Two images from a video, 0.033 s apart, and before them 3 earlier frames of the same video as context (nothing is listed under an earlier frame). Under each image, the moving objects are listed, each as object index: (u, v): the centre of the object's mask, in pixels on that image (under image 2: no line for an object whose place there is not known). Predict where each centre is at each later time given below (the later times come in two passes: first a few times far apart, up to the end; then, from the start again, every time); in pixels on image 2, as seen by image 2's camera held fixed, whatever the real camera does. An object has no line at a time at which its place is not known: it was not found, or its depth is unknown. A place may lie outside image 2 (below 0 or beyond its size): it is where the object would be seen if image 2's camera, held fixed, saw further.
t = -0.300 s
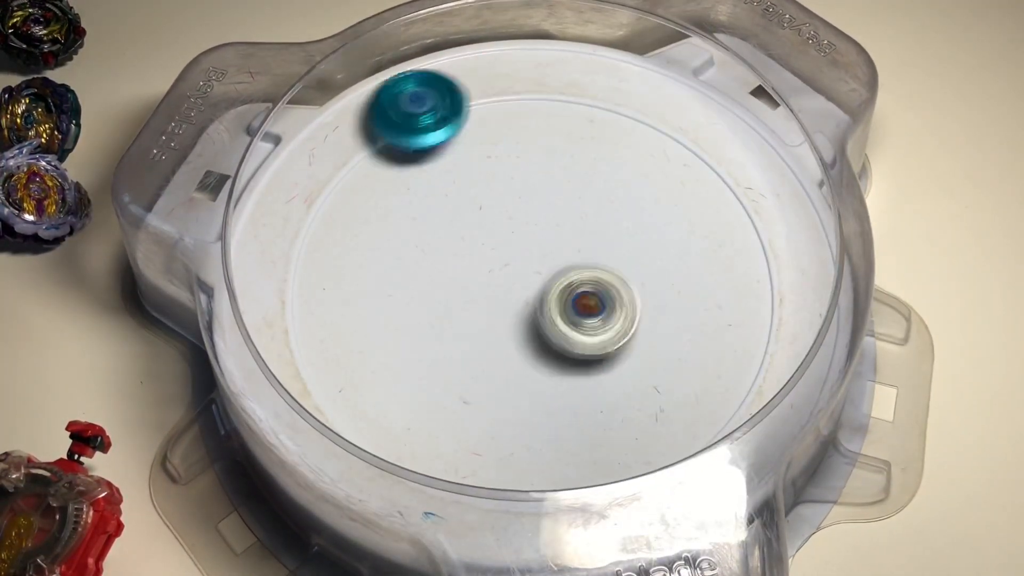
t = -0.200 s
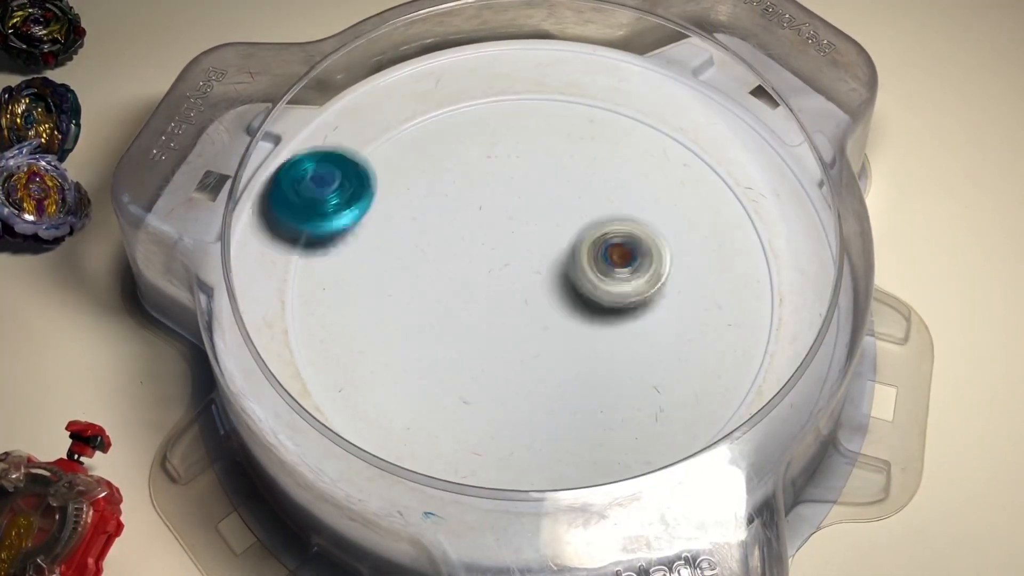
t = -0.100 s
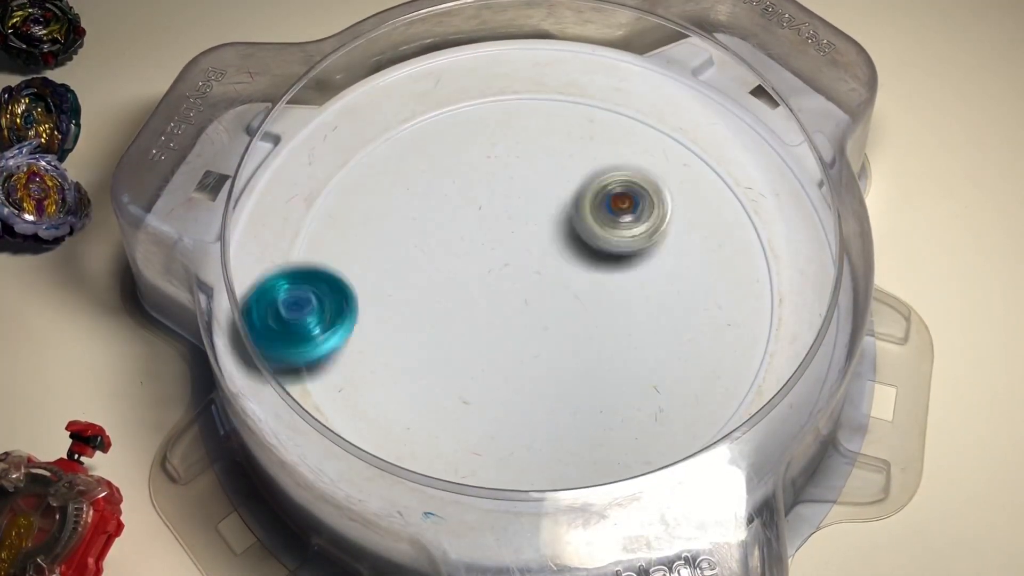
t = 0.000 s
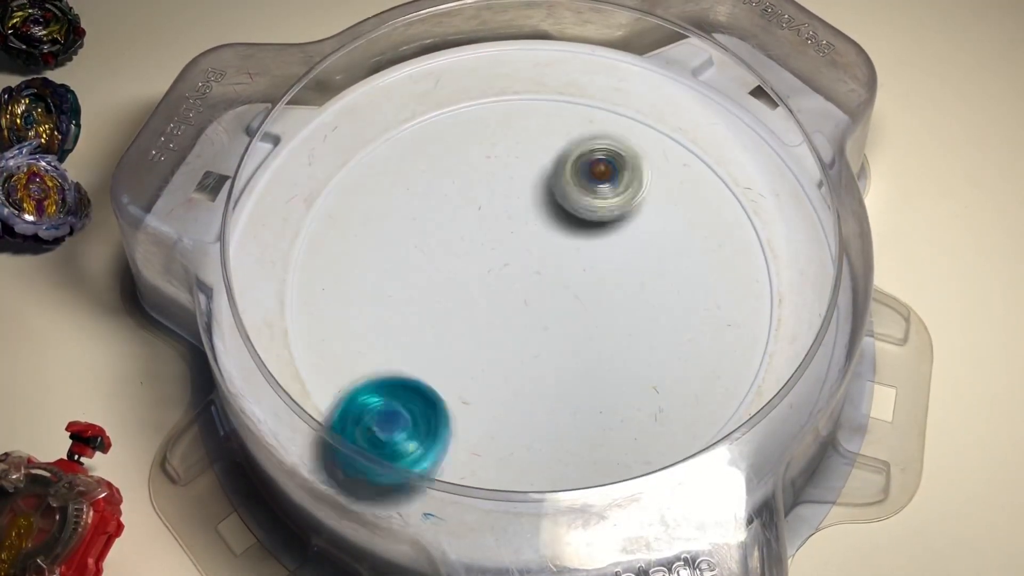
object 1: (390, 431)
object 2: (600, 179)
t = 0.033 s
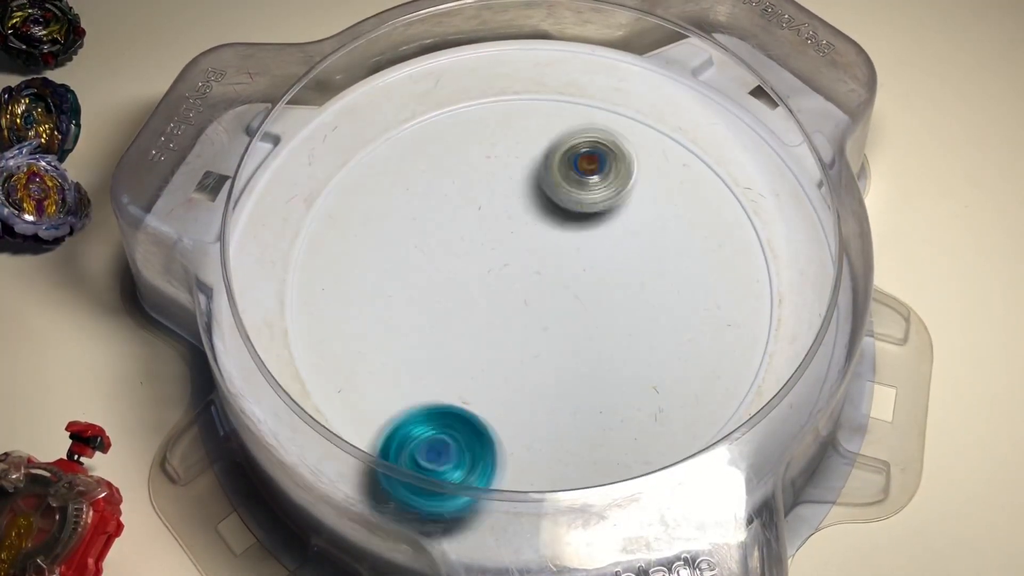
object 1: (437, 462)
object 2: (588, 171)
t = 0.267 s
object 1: (764, 317)
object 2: (474, 216)
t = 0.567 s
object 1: (527, 77)
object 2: (534, 347)
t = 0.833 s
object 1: (301, 309)
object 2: (647, 320)
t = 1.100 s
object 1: (654, 430)
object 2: (538, 226)
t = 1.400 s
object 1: (679, 129)
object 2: (426, 288)
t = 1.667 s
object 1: (360, 154)
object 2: (514, 352)
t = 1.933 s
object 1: (481, 442)
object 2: (576, 221)
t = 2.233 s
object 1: (760, 227)
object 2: (441, 187)
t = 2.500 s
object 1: (471, 103)
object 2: (497, 325)
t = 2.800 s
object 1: (411, 422)
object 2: (678, 296)
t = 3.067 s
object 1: (749, 334)
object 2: (599, 192)
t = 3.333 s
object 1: (557, 115)
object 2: (444, 250)
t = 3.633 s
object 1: (315, 347)
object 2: (454, 390)
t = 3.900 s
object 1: (658, 426)
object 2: (610, 331)
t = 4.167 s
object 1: (686, 146)
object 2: (574, 191)
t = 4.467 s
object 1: (373, 135)
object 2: (467, 202)
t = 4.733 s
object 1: (440, 401)
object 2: (492, 274)
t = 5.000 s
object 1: (750, 296)
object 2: (592, 300)
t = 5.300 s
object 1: (528, 104)
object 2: (614, 263)
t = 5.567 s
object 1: (381, 331)
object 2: (544, 263)
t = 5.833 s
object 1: (673, 418)
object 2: (489, 311)
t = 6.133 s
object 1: (644, 161)
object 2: (510, 321)
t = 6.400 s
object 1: (368, 222)
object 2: (545, 272)
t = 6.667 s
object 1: (475, 444)
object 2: (523, 220)
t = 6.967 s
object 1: (683, 243)
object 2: (505, 241)
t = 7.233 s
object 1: (457, 124)
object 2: (539, 289)
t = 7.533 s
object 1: (385, 357)
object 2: (582, 297)
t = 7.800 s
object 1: (679, 327)
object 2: (569, 279)
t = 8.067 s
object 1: (607, 117)
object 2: (516, 263)
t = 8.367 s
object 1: (387, 234)
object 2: (487, 276)
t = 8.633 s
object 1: (422, 422)
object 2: (616, 311)
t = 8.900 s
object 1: (658, 352)
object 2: (653, 240)
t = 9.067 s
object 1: (644, 270)
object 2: (606, 157)
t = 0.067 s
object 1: (496, 473)
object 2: (573, 167)
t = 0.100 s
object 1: (559, 456)
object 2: (557, 164)
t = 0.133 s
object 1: (618, 445)
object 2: (537, 167)
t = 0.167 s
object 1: (669, 424)
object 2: (520, 172)
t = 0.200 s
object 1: (716, 400)
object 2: (501, 183)
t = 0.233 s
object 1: (744, 358)
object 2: (487, 198)
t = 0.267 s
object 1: (764, 317)
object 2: (474, 216)
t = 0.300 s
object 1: (770, 274)
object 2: (468, 237)
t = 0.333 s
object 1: (763, 231)
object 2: (465, 256)
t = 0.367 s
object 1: (746, 190)
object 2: (466, 279)
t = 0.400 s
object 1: (722, 157)
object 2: (471, 295)
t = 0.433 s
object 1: (691, 126)
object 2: (480, 312)
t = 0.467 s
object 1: (651, 104)
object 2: (490, 323)
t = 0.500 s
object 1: (611, 89)
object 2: (502, 334)
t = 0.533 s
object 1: (569, 81)
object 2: (517, 340)
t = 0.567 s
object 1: (527, 77)
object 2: (534, 347)
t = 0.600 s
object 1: (482, 85)
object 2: (552, 351)
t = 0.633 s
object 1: (439, 95)
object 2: (568, 355)
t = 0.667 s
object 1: (398, 116)
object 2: (585, 356)
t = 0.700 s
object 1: (363, 145)
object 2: (600, 356)
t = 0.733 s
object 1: (327, 176)
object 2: (614, 351)
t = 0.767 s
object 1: (311, 216)
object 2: (628, 344)
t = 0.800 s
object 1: (299, 264)
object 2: (639, 332)
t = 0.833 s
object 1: (301, 309)
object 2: (647, 320)
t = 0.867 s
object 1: (317, 354)
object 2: (648, 305)
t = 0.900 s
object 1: (342, 396)
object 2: (646, 288)
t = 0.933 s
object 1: (381, 435)
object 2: (637, 272)
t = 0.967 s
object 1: (431, 460)
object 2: (623, 257)
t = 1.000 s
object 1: (490, 473)
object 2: (604, 245)
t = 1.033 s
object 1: (547, 465)
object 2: (584, 235)
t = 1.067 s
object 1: (604, 448)
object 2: (560, 229)
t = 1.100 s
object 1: (654, 430)
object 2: (538, 226)
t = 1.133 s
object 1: (699, 409)
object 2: (515, 227)
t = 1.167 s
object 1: (729, 372)
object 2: (495, 229)
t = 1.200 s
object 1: (753, 335)
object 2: (477, 235)
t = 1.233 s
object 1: (765, 296)
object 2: (459, 240)
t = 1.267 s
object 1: (767, 258)
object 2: (448, 248)
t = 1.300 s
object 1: (761, 220)
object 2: (436, 256)
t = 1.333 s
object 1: (746, 184)
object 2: (432, 266)
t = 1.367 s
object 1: (713, 156)
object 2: (427, 277)
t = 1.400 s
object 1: (679, 129)
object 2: (426, 288)
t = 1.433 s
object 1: (646, 105)
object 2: (423, 301)
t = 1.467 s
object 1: (605, 93)
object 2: (424, 314)
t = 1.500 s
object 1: (563, 86)
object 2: (428, 328)
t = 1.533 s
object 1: (521, 82)
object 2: (438, 340)
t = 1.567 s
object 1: (477, 90)
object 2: (454, 351)
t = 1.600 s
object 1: (435, 104)
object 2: (471, 355)
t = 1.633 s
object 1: (394, 124)
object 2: (494, 356)
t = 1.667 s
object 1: (360, 154)
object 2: (514, 352)
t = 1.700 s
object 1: (333, 190)
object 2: (535, 341)
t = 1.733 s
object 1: (317, 232)
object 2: (552, 328)
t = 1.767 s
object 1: (315, 275)
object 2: (565, 312)
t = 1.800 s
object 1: (322, 322)
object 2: (576, 293)
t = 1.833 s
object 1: (346, 364)
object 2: (581, 275)
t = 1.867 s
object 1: (381, 400)
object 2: (582, 256)
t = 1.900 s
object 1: (429, 425)
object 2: (582, 239)
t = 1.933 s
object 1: (481, 442)
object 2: (576, 221)
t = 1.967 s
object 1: (534, 449)
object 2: (569, 204)
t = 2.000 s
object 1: (588, 445)
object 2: (559, 191)
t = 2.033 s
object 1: (640, 433)
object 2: (544, 178)
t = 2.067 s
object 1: (686, 413)
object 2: (529, 169)
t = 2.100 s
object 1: (731, 393)
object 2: (511, 164)
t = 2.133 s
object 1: (749, 351)
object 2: (492, 162)
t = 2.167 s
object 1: (766, 310)
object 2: (474, 166)
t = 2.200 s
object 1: (767, 267)
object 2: (455, 175)
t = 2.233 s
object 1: (760, 227)
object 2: (441, 187)
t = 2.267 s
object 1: (741, 190)
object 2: (431, 206)
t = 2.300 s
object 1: (715, 156)
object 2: (425, 223)
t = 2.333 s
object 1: (681, 129)
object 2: (427, 244)
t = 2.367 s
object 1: (643, 108)
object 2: (432, 264)
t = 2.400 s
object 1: (602, 94)
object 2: (445, 282)
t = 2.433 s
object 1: (558, 87)
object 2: (459, 299)
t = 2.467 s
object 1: (513, 91)
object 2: (476, 313)
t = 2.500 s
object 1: (471, 103)
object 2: (497, 325)
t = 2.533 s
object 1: (431, 122)
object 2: (518, 334)
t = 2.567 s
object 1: (395, 150)
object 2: (539, 340)
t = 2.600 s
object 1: (367, 183)
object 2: (565, 342)
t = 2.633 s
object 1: (346, 223)
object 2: (586, 344)
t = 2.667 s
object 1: (335, 267)
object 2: (609, 340)
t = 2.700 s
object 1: (336, 312)
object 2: (631, 334)
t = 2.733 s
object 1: (349, 355)
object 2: (649, 325)
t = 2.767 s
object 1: (374, 392)
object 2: (664, 312)
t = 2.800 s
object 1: (411, 422)
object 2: (678, 296)
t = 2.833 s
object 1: (453, 454)
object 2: (685, 280)
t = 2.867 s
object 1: (503, 473)
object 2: (687, 262)
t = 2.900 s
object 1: (554, 463)
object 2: (684, 243)
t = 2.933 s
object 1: (607, 447)
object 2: (675, 228)
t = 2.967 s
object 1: (655, 430)
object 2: (659, 212)
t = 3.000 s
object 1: (704, 407)
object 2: (642, 202)
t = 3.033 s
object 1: (730, 374)
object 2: (621, 195)
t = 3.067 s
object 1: (749, 334)
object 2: (599, 192)
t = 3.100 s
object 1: (757, 291)
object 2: (576, 191)
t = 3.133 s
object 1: (753, 251)
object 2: (555, 195)
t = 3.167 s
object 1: (738, 212)
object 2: (532, 200)
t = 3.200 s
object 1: (714, 180)
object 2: (511, 207)
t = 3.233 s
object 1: (682, 153)
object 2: (492, 216)
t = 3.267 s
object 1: (643, 133)
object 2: (474, 225)
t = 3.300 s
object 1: (602, 120)
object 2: (458, 236)
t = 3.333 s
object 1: (557, 115)
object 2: (444, 250)
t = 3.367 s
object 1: (512, 117)
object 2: (430, 264)
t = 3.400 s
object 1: (468, 127)
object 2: (420, 279)
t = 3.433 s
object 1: (427, 143)
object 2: (414, 296)
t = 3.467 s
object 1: (390, 167)
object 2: (408, 313)
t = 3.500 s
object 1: (359, 194)
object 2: (408, 330)
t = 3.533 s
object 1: (334, 227)
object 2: (413, 347)
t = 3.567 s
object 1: (315, 265)
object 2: (421, 364)
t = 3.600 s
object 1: (308, 306)
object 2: (435, 380)
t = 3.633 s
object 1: (315, 347)
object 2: (454, 390)
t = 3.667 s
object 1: (328, 387)
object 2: (476, 399)
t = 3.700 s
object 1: (368, 419)
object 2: (498, 401)
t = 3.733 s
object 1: (410, 450)
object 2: (523, 398)
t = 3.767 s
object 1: (459, 468)
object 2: (547, 390)
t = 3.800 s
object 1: (511, 475)
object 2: (567, 379)
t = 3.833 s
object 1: (564, 456)
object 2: (584, 365)
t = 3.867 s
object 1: (613, 446)
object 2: (599, 348)
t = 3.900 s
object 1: (658, 426)
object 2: (610, 331)
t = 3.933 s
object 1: (695, 398)
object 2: (617, 313)
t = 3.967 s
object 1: (721, 363)
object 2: (621, 294)
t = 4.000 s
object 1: (731, 323)
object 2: (623, 275)
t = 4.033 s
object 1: (731, 281)
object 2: (622, 258)
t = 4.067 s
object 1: (723, 242)
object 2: (618, 240)
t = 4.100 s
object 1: (715, 205)
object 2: (607, 223)
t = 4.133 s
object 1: (705, 174)
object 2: (589, 205)
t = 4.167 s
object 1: (686, 146)
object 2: (574, 191)
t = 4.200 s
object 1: (662, 124)
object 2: (559, 181)
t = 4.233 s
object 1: (629, 105)
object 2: (546, 172)
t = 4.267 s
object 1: (593, 93)
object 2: (532, 167)
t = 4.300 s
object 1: (554, 84)
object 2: (519, 165)
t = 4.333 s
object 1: (516, 81)
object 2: (507, 168)
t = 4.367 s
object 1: (479, 86)
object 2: (494, 177)
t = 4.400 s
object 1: (442, 98)
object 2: (482, 185)
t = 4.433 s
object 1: (405, 114)
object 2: (475, 195)
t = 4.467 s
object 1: (373, 135)
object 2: (467, 202)
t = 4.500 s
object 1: (351, 160)
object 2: (463, 209)
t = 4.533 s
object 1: (334, 193)
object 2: (459, 220)
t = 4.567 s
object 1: (327, 231)
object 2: (458, 227)
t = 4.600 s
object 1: (328, 270)
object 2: (459, 237)
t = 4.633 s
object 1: (341, 308)
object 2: (463, 244)
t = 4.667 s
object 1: (363, 346)
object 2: (471, 253)
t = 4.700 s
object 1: (397, 375)
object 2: (480, 264)
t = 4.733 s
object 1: (440, 401)
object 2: (492, 274)
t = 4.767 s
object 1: (483, 416)
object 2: (503, 283)
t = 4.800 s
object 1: (533, 425)
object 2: (517, 289)
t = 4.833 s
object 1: (583, 420)
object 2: (531, 294)
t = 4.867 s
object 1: (629, 408)
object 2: (546, 297)
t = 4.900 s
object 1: (671, 389)
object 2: (560, 300)
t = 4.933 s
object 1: (705, 363)
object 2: (573, 303)
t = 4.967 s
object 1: (732, 331)
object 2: (583, 302)
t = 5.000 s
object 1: (750, 296)
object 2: (592, 300)
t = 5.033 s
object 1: (759, 260)
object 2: (599, 297)
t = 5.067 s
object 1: (760, 223)
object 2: (605, 293)
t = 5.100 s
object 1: (739, 192)
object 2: (610, 289)
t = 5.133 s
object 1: (717, 163)
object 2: (615, 285)
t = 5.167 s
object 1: (691, 136)
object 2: (617, 281)
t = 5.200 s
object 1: (662, 116)
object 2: (620, 277)
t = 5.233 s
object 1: (608, 100)
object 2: (620, 269)
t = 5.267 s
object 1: (568, 98)
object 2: (618, 266)
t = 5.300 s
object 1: (528, 104)
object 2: (614, 263)
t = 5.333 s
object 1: (492, 114)
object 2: (609, 260)
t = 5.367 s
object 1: (457, 134)
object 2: (602, 258)
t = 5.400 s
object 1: (426, 161)
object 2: (595, 256)
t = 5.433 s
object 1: (403, 188)
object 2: (585, 256)
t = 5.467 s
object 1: (385, 222)
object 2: (576, 256)
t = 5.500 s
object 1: (375, 257)
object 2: (566, 257)
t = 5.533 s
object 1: (375, 293)
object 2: (555, 259)
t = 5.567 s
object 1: (381, 331)
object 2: (544, 263)
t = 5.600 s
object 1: (399, 364)
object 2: (533, 269)
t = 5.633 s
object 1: (425, 396)
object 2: (522, 274)
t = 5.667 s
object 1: (458, 420)
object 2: (512, 280)
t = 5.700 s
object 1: (497, 437)
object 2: (504, 286)
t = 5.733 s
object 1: (543, 445)
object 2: (497, 293)
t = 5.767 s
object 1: (590, 443)
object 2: (493, 299)
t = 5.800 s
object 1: (633, 434)
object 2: (490, 304)
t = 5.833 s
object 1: (673, 418)
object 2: (489, 311)
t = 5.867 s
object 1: (707, 394)
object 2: (489, 316)
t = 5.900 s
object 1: (734, 366)
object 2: (490, 321)
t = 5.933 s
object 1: (750, 332)
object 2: (491, 324)
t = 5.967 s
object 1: (754, 296)
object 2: (494, 326)
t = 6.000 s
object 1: (746, 262)
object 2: (496, 327)
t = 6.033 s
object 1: (731, 228)
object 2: (498, 327)
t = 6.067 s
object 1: (708, 200)
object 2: (502, 326)
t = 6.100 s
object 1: (678, 178)
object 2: (506, 324)
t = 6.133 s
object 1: (644, 161)
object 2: (510, 321)
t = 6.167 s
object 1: (606, 149)
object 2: (515, 318)
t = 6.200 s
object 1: (567, 144)
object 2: (520, 314)
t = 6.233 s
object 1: (530, 144)
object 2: (526, 309)
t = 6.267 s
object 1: (492, 150)
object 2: (532, 304)
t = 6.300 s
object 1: (456, 161)
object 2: (536, 297)
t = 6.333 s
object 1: (423, 176)
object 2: (540, 289)
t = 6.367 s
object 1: (393, 197)
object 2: (543, 280)
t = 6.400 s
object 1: (368, 222)
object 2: (545, 272)
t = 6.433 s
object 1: (350, 251)
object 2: (546, 263)
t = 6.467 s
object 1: (338, 284)
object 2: (545, 255)
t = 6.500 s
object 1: (337, 319)
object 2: (543, 246)
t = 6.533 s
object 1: (344, 355)
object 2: (541, 239)
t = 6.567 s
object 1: (363, 386)
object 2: (537, 232)
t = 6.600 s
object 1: (393, 413)
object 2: (532, 226)
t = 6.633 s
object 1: (431, 432)
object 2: (528, 222)
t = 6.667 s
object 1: (475, 444)
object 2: (523, 220)
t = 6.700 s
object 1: (519, 448)
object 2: (518, 218)
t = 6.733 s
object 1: (564, 443)
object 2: (515, 218)
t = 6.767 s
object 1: (605, 429)
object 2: (511, 219)
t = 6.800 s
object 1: (640, 407)
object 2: (509, 221)
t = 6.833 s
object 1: (666, 378)
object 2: (507, 225)
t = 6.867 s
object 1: (683, 345)
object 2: (506, 227)
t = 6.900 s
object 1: (690, 312)
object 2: (505, 232)
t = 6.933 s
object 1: (690, 277)
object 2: (505, 236)
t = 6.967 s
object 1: (683, 243)
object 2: (505, 241)
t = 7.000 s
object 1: (669, 212)
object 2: (507, 246)
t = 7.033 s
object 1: (649, 185)
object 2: (509, 252)
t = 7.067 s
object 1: (623, 162)
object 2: (511, 259)
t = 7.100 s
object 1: (594, 144)
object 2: (515, 265)
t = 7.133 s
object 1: (561, 130)
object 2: (520, 272)
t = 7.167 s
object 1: (527, 122)
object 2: (525, 279)
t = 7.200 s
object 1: (491, 120)
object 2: (532, 284)
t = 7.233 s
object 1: (457, 124)
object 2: (539, 289)
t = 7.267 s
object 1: (426, 133)
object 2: (545, 293)
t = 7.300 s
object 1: (398, 149)
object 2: (551, 297)
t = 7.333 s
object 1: (373, 170)
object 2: (557, 299)
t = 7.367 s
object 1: (355, 195)
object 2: (563, 300)
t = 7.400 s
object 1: (342, 225)
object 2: (568, 301)
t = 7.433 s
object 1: (339, 257)
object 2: (573, 301)
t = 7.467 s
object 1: (344, 293)
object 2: (577, 300)
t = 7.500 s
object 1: (361, 327)
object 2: (580, 299)
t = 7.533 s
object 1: (385, 357)
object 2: (582, 297)
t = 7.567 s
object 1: (421, 379)
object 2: (582, 296)
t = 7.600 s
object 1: (460, 392)
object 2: (582, 294)
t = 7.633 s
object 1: (502, 400)
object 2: (581, 292)
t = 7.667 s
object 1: (544, 399)
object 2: (580, 290)
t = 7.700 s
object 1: (586, 391)
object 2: (578, 288)
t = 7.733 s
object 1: (623, 375)
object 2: (575, 284)
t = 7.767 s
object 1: (655, 353)
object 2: (573, 282)
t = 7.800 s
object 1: (679, 327)
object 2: (569, 279)
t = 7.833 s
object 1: (696, 296)
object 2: (564, 276)
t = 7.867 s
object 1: (705, 265)
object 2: (558, 273)
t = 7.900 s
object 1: (708, 232)
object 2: (552, 270)
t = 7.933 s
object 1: (701, 202)
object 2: (544, 268)
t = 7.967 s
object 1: (686, 174)
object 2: (536, 266)
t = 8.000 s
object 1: (665, 151)
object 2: (529, 265)
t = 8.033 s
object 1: (638, 130)
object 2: (523, 265)
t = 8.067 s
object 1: (607, 117)
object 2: (516, 263)
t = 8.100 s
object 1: (573, 110)
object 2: (509, 264)
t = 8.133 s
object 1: (539, 109)
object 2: (502, 265)
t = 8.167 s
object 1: (506, 116)
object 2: (498, 266)
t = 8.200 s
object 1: (476, 127)
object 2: (494, 267)
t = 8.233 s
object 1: (449, 143)
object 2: (490, 269)
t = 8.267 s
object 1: (427, 163)
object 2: (488, 270)
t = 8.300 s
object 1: (410, 185)
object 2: (486, 271)
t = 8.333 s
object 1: (397, 210)
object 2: (486, 273)
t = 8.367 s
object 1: (387, 234)
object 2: (487, 276)
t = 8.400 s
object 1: (364, 251)
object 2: (507, 287)
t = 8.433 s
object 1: (348, 270)
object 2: (526, 298)
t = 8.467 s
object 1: (341, 293)
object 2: (543, 306)
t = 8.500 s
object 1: (340, 320)
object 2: (559, 310)
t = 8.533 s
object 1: (348, 348)
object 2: (574, 311)
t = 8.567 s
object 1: (363, 377)
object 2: (589, 312)
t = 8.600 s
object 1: (387, 402)
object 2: (602, 312)
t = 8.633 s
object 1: (422, 422)
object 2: (616, 311)
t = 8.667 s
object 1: (462, 435)
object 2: (629, 308)
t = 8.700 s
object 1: (504, 440)
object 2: (640, 305)
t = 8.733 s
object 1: (543, 436)
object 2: (649, 300)
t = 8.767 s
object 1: (580, 423)
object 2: (655, 293)
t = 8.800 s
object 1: (611, 403)
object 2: (657, 286)
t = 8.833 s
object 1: (636, 379)
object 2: (656, 279)
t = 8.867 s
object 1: (650, 366)
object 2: (655, 262)
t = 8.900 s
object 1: (658, 352)
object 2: (653, 240)
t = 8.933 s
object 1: (663, 333)
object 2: (647, 220)
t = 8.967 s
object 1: (665, 312)
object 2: (639, 206)
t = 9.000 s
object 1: (662, 288)
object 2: (631, 196)
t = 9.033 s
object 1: (655, 276)
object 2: (621, 179)
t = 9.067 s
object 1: (644, 270)
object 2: (606, 157)
